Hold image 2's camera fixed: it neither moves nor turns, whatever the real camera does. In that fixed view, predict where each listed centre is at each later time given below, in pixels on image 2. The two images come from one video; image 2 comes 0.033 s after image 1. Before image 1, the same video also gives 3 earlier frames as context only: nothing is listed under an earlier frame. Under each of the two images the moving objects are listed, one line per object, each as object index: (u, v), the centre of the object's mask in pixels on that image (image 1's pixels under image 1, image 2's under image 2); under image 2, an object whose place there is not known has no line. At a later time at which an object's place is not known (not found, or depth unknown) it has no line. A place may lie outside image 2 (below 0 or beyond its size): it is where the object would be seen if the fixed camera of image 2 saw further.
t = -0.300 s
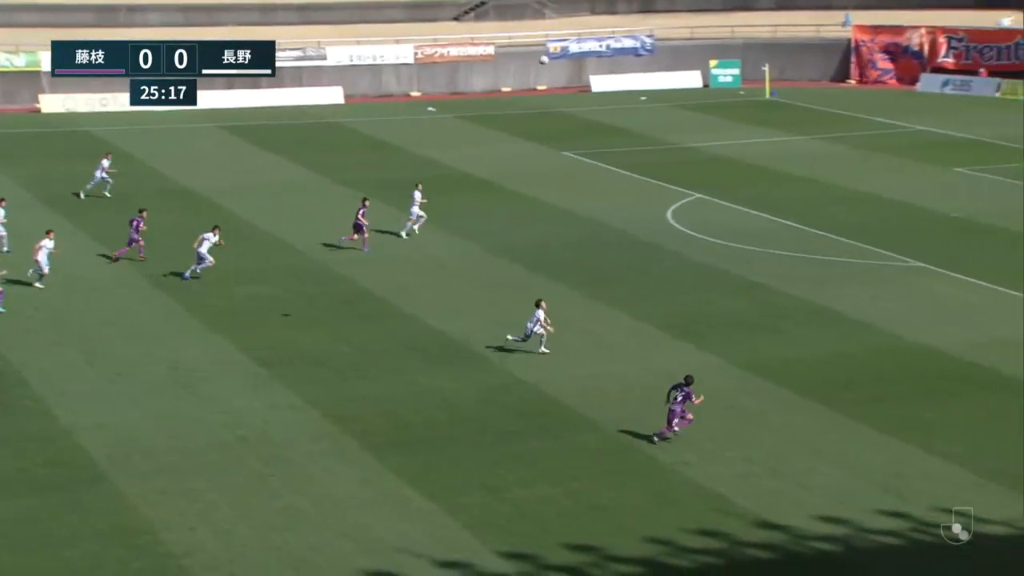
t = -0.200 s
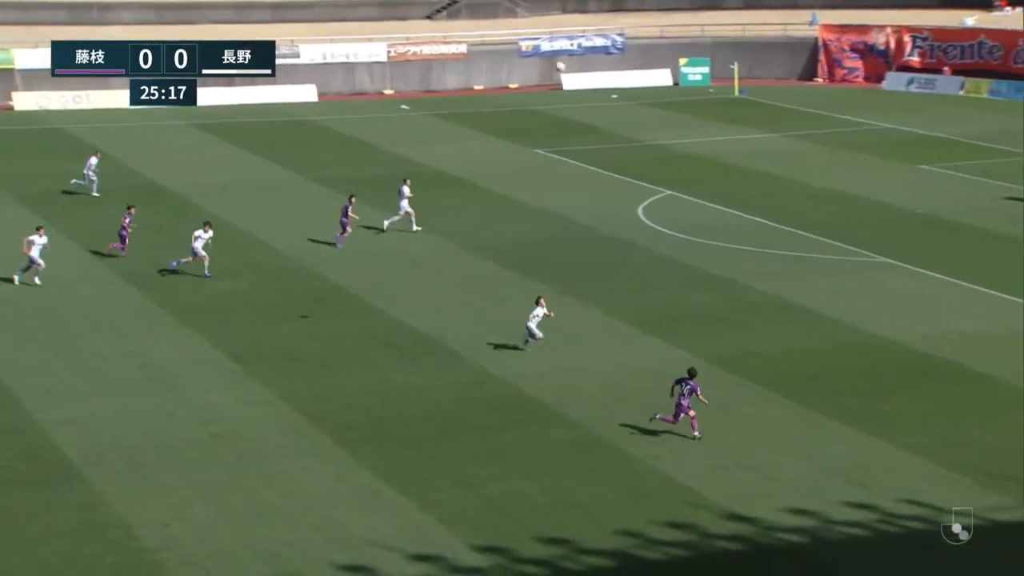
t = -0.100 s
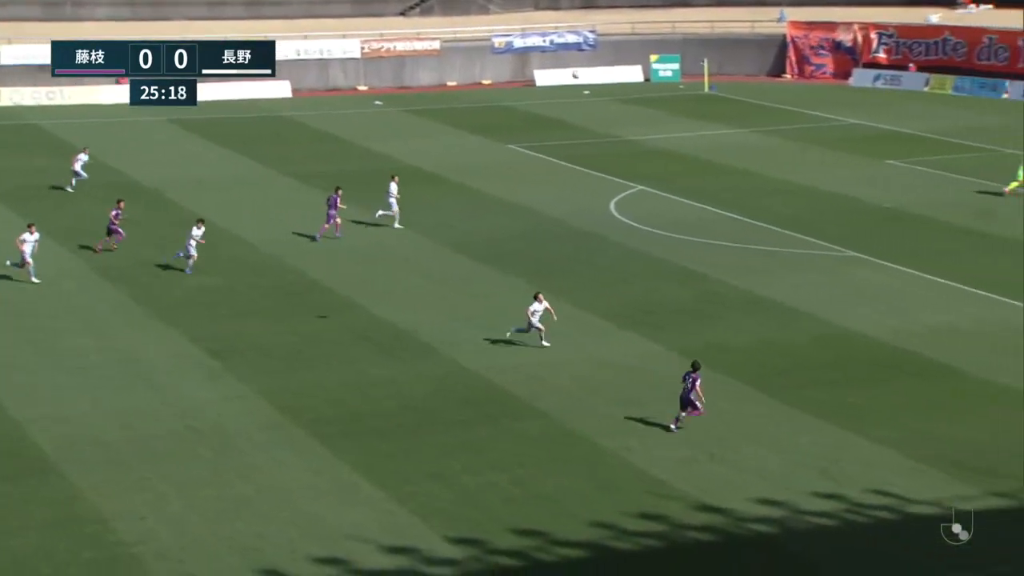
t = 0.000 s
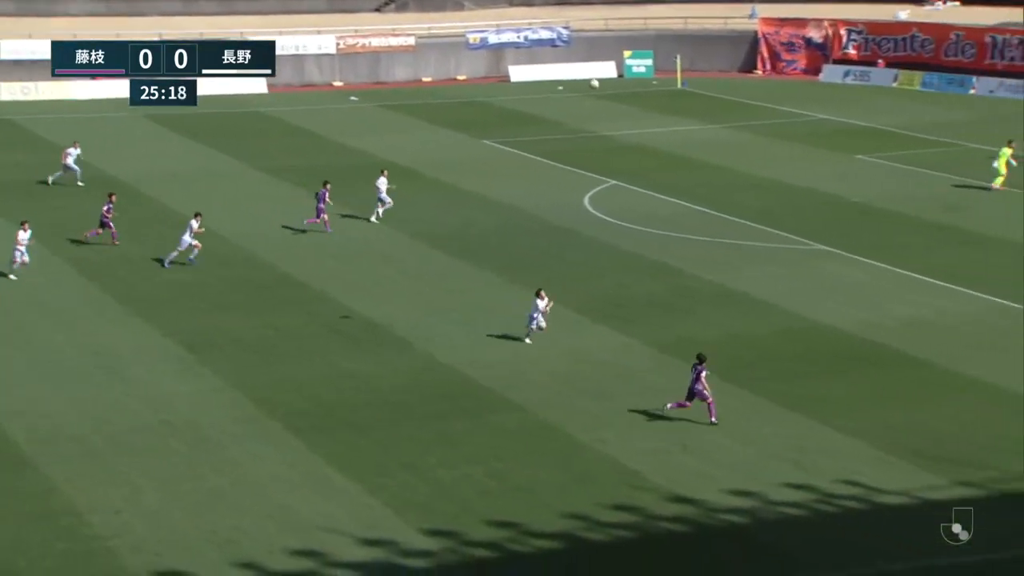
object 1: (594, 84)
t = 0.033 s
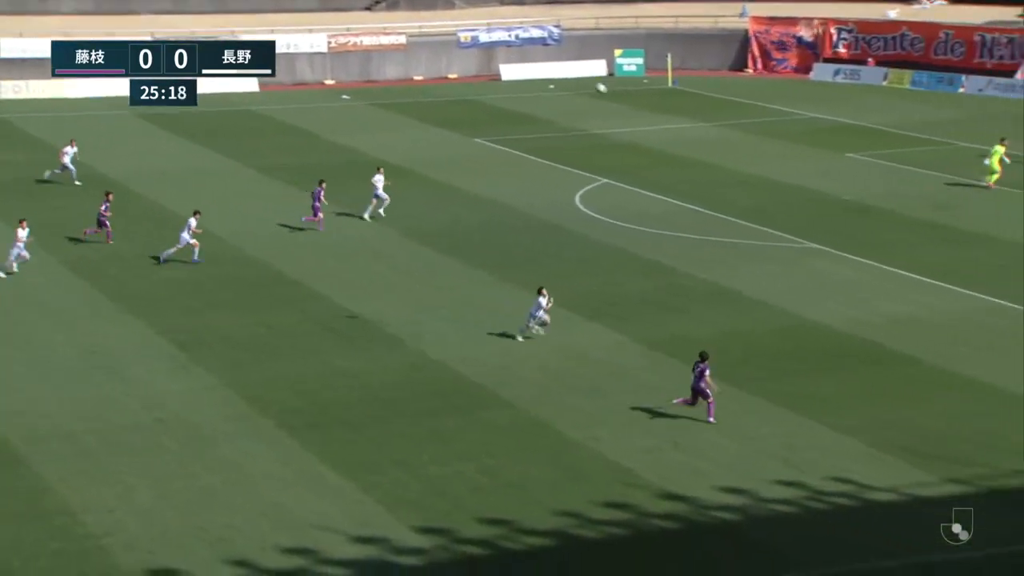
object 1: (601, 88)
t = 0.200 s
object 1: (668, 118)
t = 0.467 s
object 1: (784, 184)
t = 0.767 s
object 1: (915, 282)
